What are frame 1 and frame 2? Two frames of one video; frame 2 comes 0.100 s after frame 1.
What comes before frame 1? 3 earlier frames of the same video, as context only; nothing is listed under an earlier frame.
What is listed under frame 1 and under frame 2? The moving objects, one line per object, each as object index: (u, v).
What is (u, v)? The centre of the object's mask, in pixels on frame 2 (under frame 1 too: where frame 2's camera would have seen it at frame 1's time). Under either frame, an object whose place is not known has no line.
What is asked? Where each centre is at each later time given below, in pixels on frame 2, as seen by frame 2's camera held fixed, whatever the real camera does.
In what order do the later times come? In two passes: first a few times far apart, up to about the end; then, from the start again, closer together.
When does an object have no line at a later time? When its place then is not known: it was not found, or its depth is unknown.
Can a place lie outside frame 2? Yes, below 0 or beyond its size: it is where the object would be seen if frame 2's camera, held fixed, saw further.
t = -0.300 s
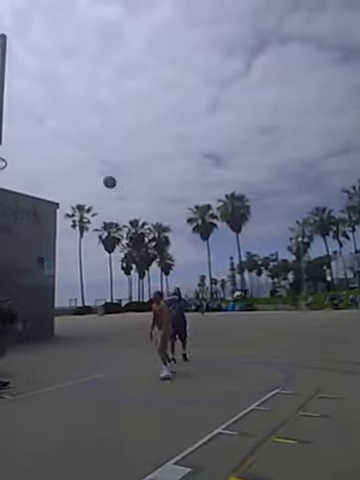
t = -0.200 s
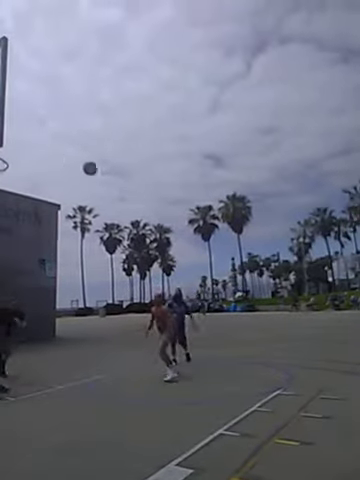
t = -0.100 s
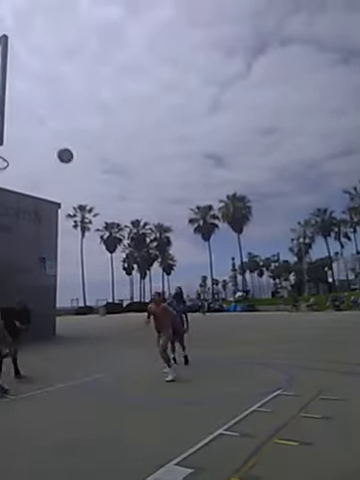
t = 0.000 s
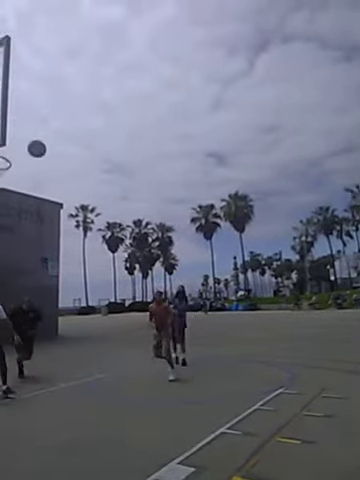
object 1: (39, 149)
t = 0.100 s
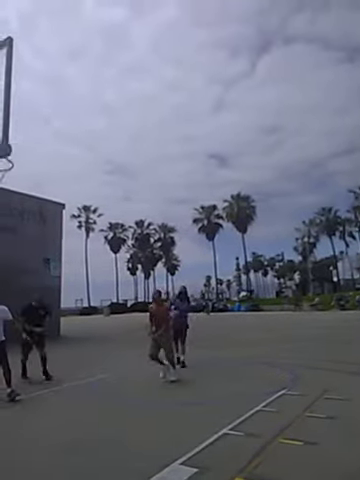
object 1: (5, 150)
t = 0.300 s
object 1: (13, 108)
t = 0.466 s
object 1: (55, 72)
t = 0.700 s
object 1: (122, 60)
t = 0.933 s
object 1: (200, 99)
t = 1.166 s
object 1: (288, 201)
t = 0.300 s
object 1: (13, 108)
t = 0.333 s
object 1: (18, 98)
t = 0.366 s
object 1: (26, 90)
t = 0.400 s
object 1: (36, 84)
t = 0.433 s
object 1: (46, 77)
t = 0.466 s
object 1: (55, 72)
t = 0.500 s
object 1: (64, 68)
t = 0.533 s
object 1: (74, 65)
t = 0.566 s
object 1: (83, 62)
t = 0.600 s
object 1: (93, 60)
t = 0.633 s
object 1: (104, 60)
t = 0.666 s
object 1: (113, 59)
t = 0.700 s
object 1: (122, 60)
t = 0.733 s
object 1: (133, 62)
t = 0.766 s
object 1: (144, 65)
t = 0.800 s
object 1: (155, 70)
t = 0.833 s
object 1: (166, 75)
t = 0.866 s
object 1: (177, 82)
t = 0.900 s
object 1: (189, 90)
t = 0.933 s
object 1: (200, 99)
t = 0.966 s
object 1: (213, 110)
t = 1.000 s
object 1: (225, 121)
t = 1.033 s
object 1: (237, 135)
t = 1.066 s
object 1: (249, 149)
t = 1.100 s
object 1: (262, 165)
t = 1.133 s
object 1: (274, 183)
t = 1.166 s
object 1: (288, 201)
